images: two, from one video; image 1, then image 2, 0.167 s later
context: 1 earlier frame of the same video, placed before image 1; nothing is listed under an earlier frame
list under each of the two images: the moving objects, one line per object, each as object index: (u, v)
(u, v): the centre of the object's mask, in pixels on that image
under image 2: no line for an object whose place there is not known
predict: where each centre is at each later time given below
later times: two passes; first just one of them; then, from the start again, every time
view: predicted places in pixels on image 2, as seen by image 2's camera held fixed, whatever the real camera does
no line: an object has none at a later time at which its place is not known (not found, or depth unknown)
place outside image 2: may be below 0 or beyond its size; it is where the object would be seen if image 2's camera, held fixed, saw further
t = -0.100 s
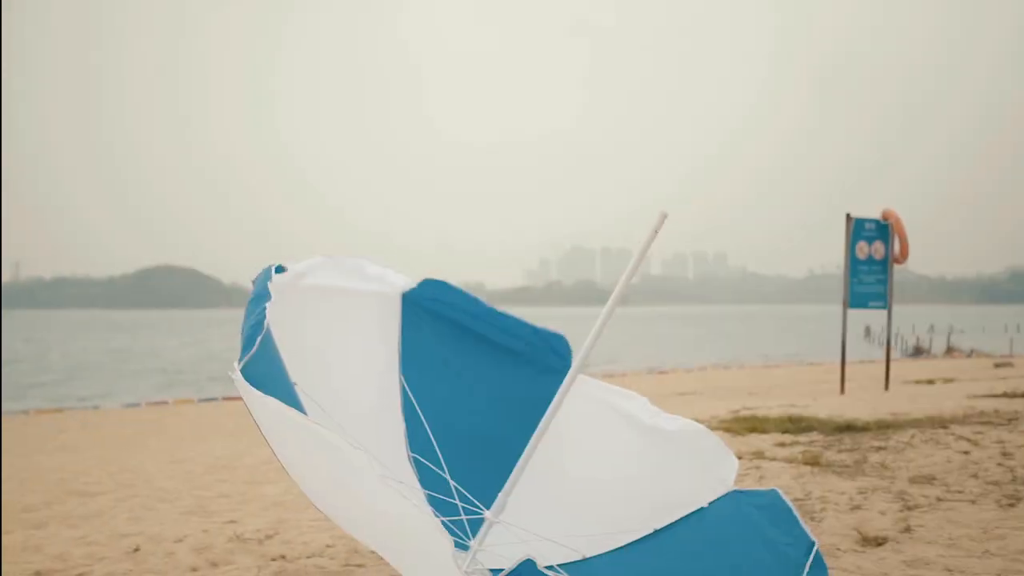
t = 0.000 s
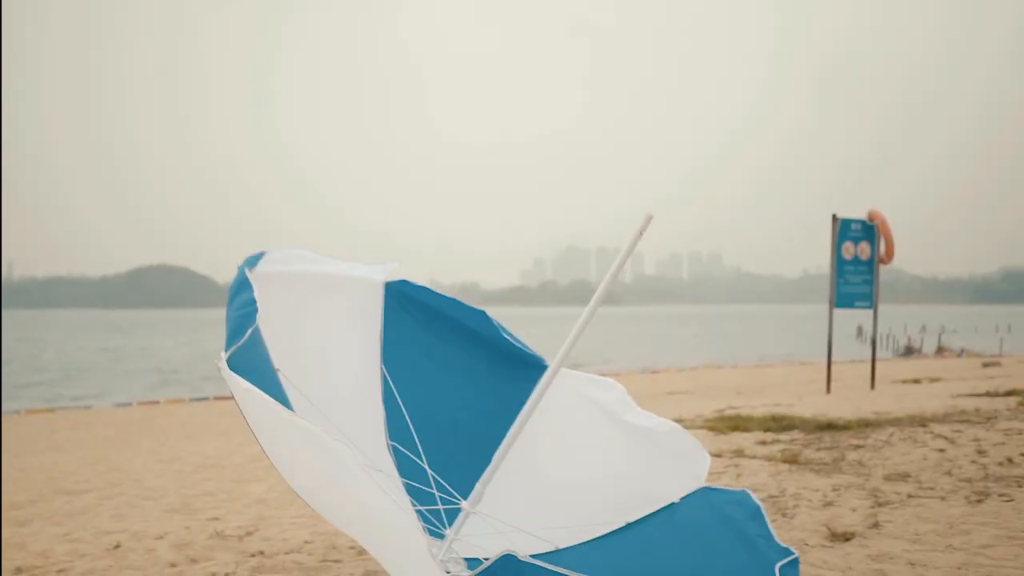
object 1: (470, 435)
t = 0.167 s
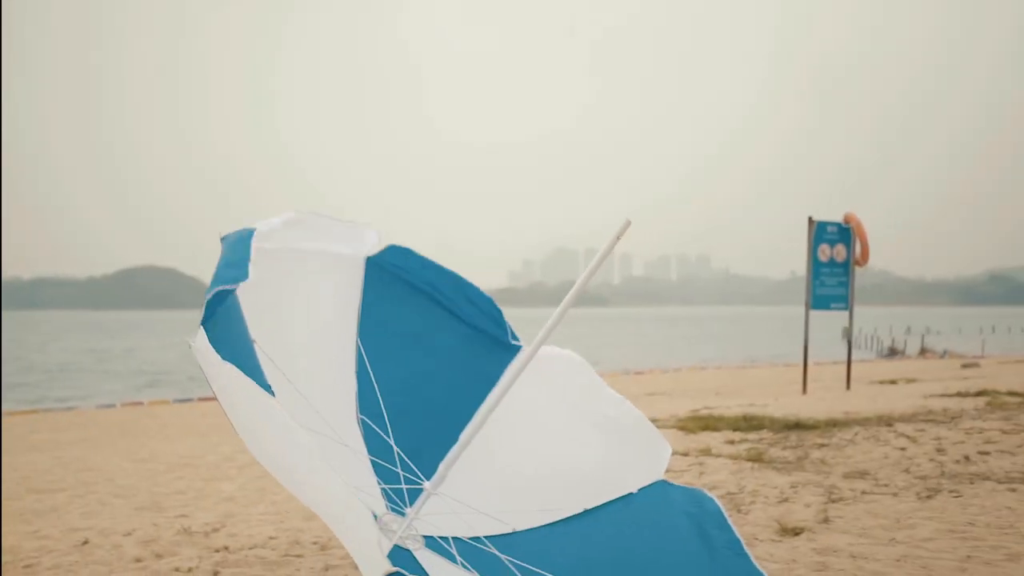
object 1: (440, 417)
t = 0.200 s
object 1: (439, 415)
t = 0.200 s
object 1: (439, 415)
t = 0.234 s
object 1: (439, 414)
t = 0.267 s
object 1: (440, 413)
